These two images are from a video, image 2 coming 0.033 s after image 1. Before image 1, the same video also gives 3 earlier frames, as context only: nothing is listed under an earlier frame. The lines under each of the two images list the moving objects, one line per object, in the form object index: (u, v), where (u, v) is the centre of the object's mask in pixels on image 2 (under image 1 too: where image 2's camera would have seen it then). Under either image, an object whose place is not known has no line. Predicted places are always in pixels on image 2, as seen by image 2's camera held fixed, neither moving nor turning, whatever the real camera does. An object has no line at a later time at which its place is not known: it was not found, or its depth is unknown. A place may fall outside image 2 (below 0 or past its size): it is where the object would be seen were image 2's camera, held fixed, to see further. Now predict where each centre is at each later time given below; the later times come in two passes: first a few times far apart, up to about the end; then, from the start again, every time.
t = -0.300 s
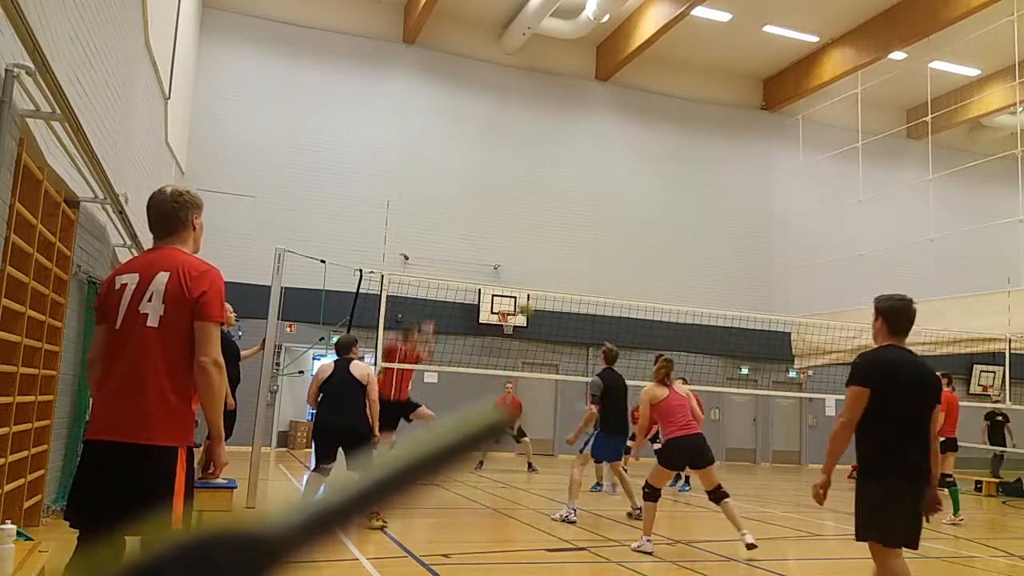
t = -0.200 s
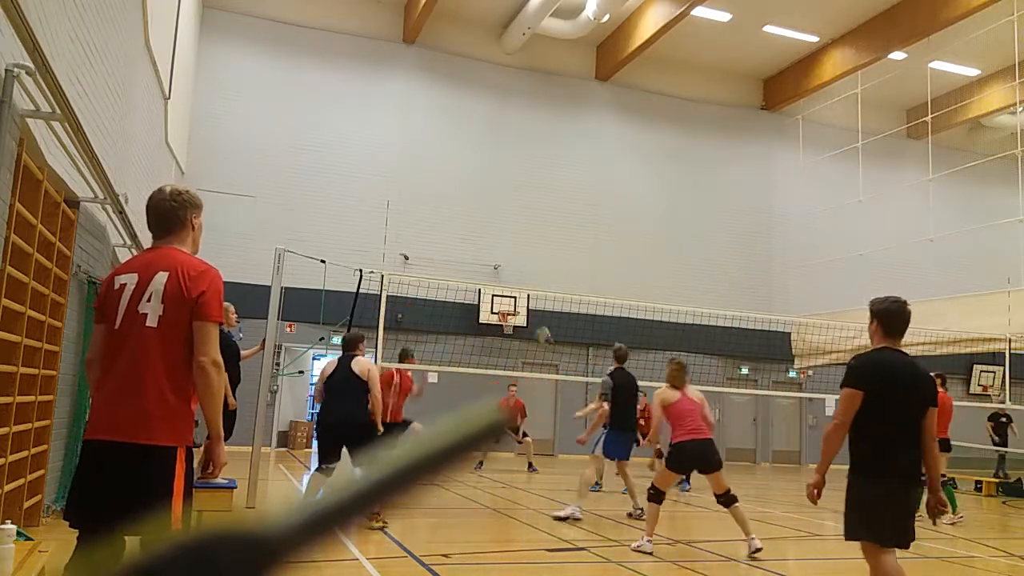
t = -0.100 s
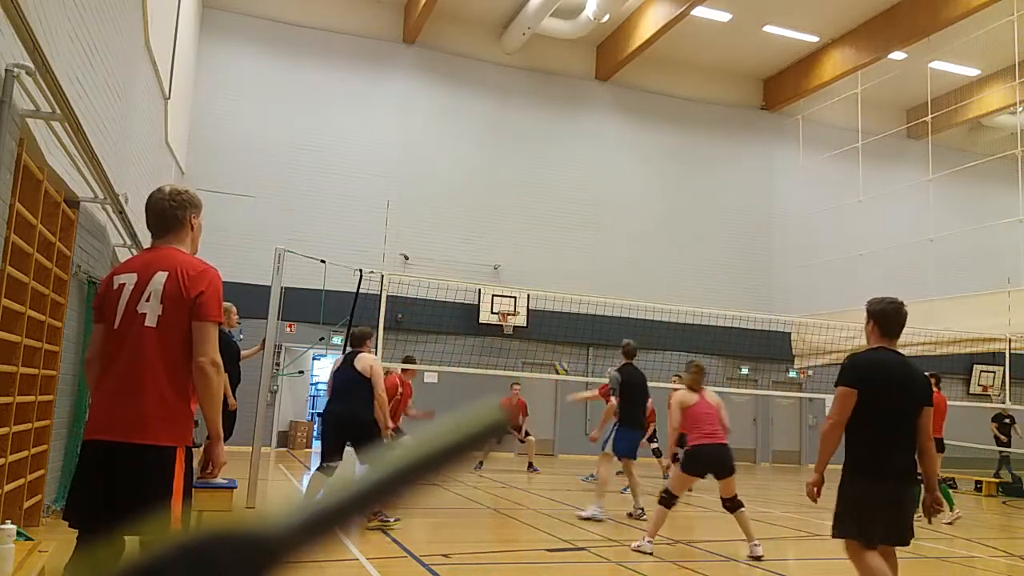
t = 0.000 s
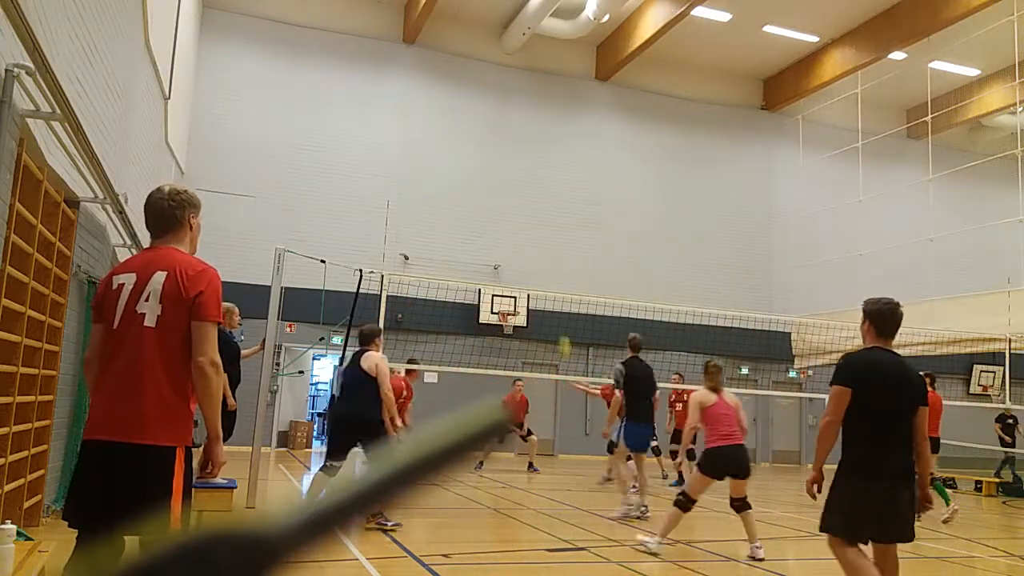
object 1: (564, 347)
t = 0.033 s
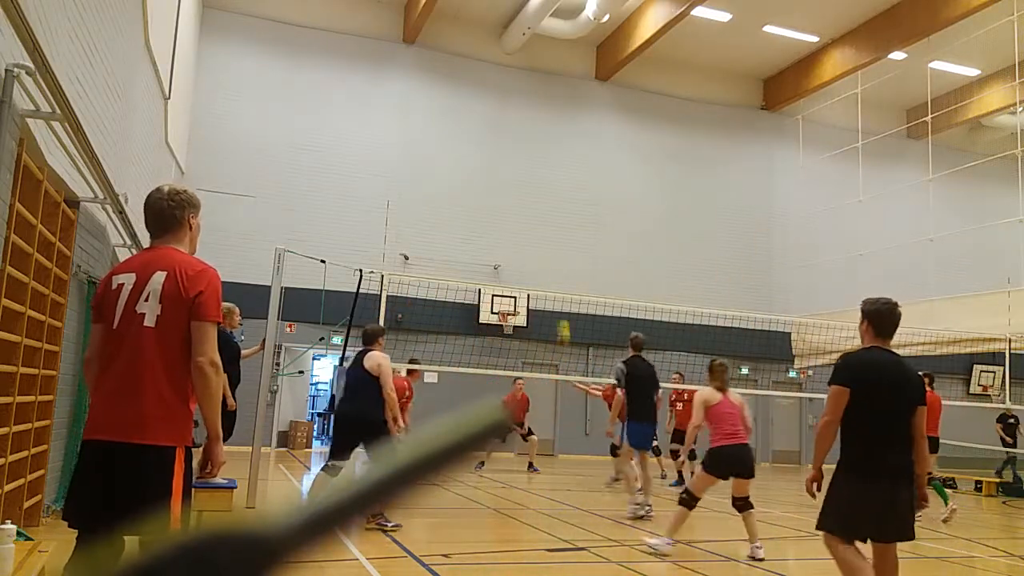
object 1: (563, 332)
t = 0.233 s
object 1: (555, 250)
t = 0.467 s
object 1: (545, 192)
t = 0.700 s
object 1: (536, 169)
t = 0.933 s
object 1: (525, 178)
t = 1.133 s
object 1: (516, 208)
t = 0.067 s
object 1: (563, 318)
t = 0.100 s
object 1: (558, 303)
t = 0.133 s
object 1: (558, 286)
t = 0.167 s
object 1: (557, 274)
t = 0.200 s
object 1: (556, 262)
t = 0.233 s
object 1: (555, 250)
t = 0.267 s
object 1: (553, 239)
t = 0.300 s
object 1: (553, 229)
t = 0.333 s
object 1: (551, 220)
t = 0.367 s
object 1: (549, 212)
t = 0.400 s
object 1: (548, 204)
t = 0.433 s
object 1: (546, 198)
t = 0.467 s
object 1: (545, 192)
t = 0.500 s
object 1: (543, 186)
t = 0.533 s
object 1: (543, 182)
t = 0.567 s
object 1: (542, 179)
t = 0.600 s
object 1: (540, 175)
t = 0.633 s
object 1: (538, 173)
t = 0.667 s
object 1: (537, 171)
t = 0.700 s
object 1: (536, 169)
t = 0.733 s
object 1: (534, 169)
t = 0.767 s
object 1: (532, 168)
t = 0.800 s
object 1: (531, 169)
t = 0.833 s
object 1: (530, 170)
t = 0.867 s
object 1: (528, 172)
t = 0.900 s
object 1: (527, 174)
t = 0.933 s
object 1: (525, 178)
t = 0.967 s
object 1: (523, 181)
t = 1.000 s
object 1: (522, 185)
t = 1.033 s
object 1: (521, 190)
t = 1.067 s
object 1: (519, 196)
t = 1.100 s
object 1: (518, 202)
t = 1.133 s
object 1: (516, 208)
